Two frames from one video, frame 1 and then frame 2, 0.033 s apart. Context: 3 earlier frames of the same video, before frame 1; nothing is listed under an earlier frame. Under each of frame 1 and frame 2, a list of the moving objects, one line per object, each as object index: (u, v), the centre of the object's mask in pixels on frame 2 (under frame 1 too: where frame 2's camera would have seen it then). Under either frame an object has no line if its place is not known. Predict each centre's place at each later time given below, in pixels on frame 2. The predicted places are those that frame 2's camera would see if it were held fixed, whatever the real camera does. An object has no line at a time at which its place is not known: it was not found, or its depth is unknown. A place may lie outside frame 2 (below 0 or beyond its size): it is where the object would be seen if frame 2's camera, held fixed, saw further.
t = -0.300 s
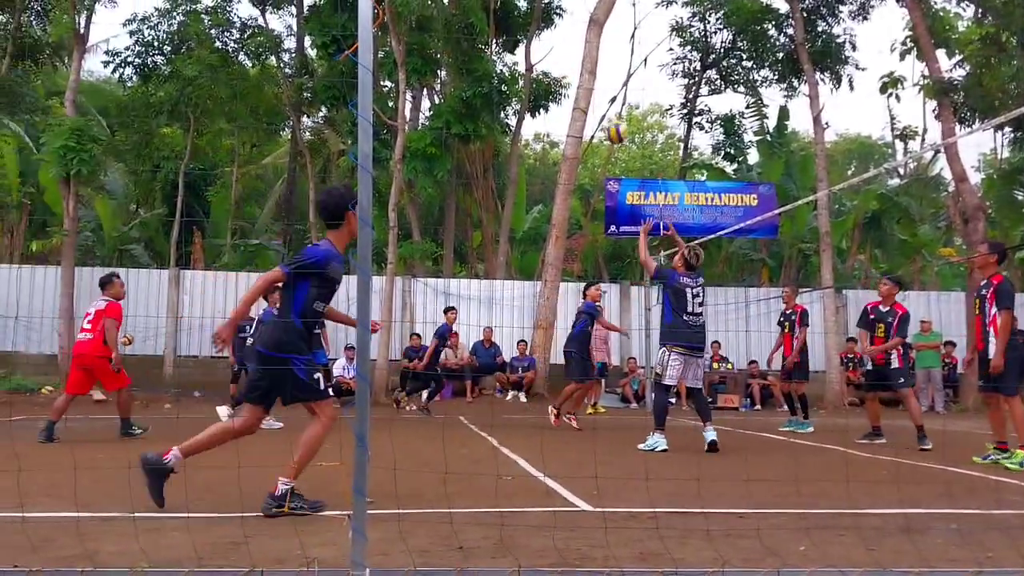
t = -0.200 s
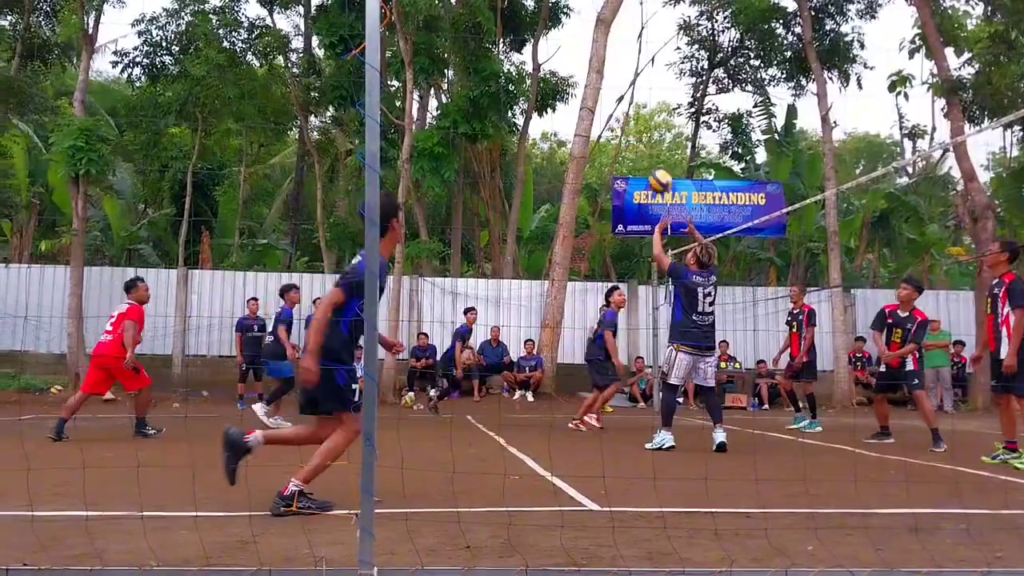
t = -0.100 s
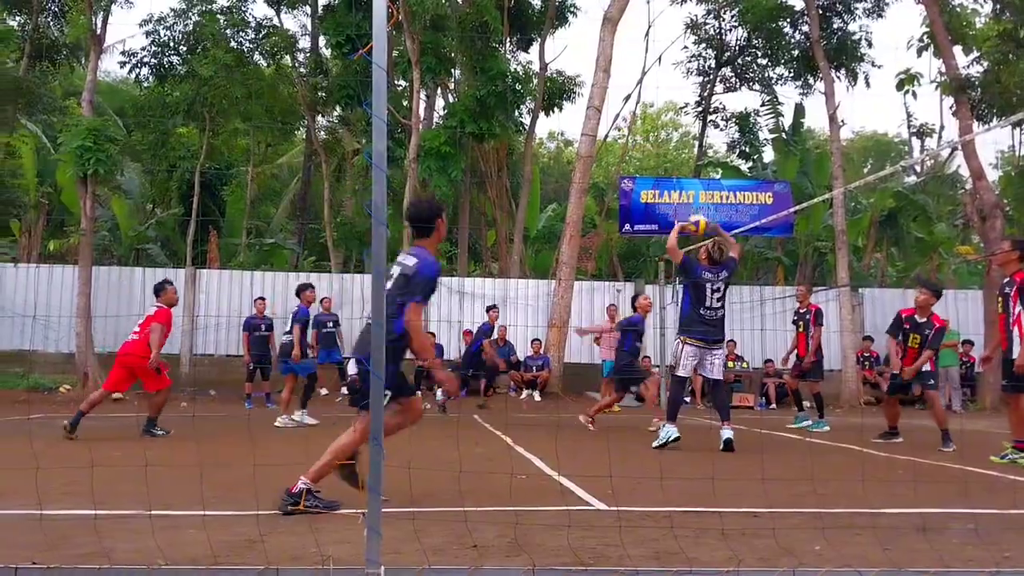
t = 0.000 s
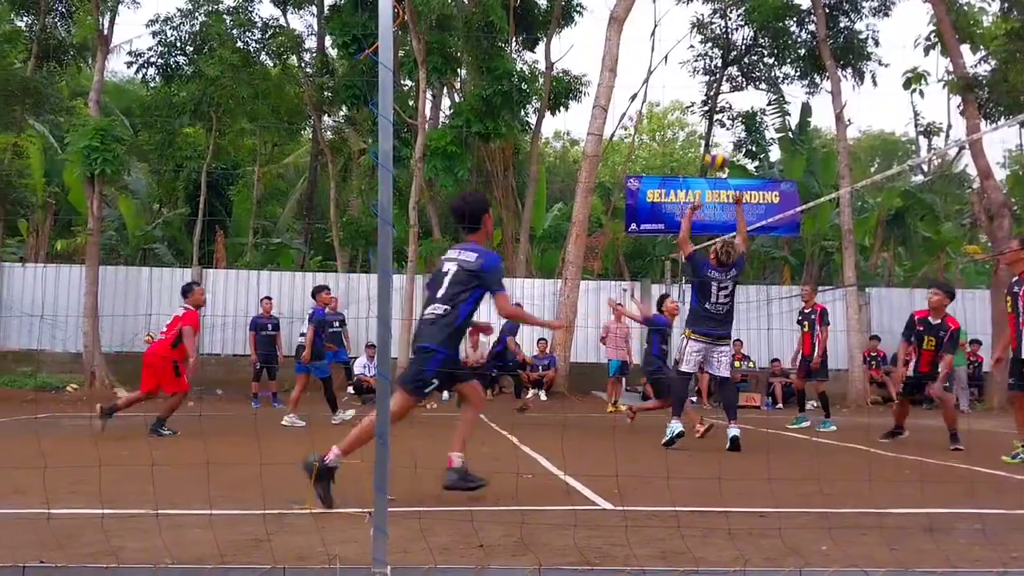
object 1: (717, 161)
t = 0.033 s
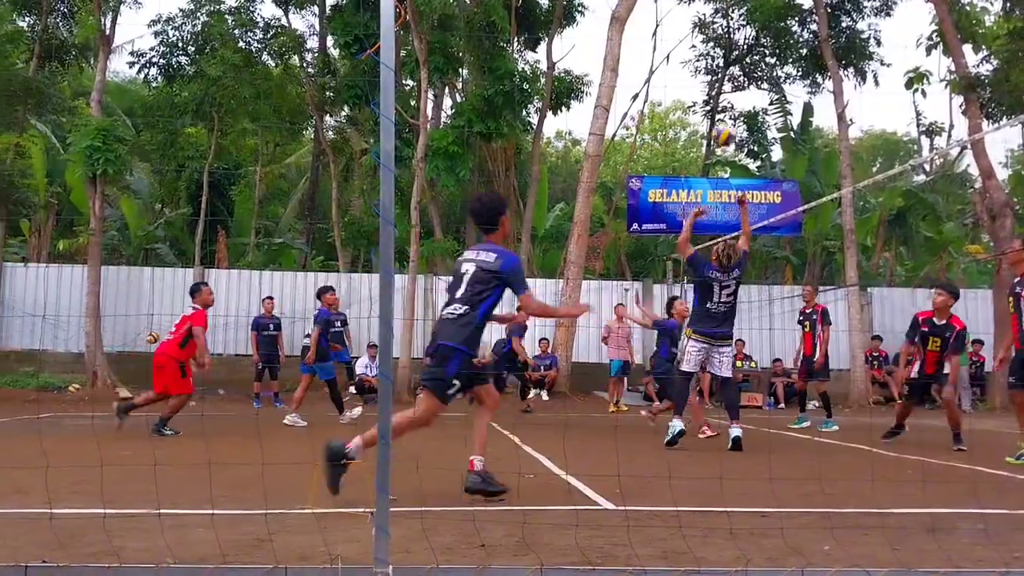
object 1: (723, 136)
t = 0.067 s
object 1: (728, 114)
